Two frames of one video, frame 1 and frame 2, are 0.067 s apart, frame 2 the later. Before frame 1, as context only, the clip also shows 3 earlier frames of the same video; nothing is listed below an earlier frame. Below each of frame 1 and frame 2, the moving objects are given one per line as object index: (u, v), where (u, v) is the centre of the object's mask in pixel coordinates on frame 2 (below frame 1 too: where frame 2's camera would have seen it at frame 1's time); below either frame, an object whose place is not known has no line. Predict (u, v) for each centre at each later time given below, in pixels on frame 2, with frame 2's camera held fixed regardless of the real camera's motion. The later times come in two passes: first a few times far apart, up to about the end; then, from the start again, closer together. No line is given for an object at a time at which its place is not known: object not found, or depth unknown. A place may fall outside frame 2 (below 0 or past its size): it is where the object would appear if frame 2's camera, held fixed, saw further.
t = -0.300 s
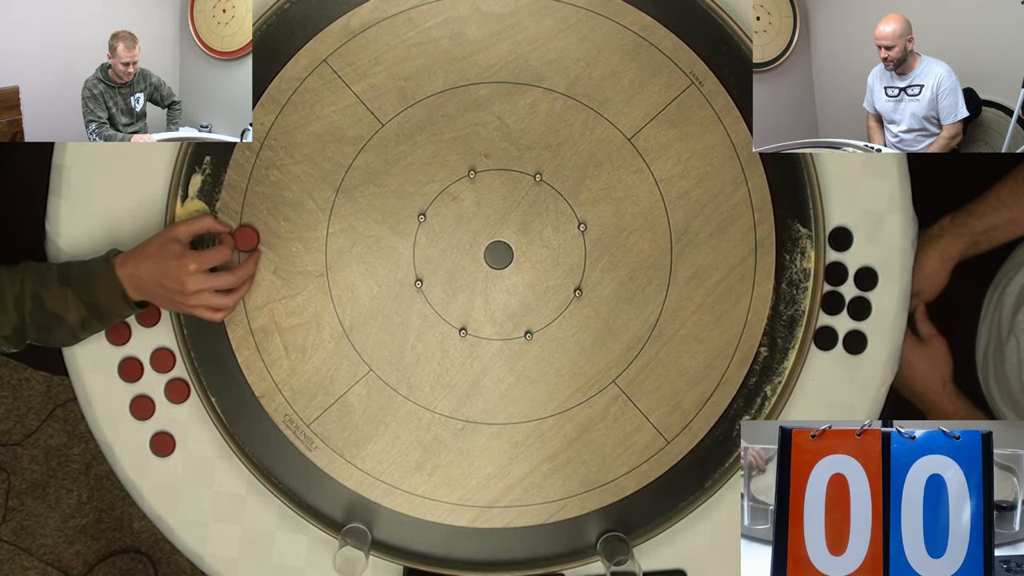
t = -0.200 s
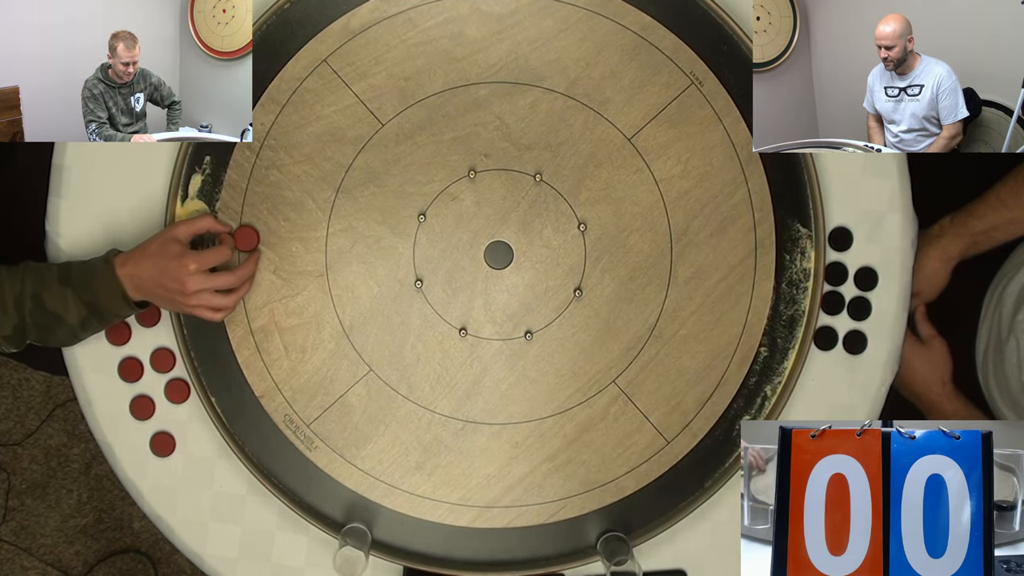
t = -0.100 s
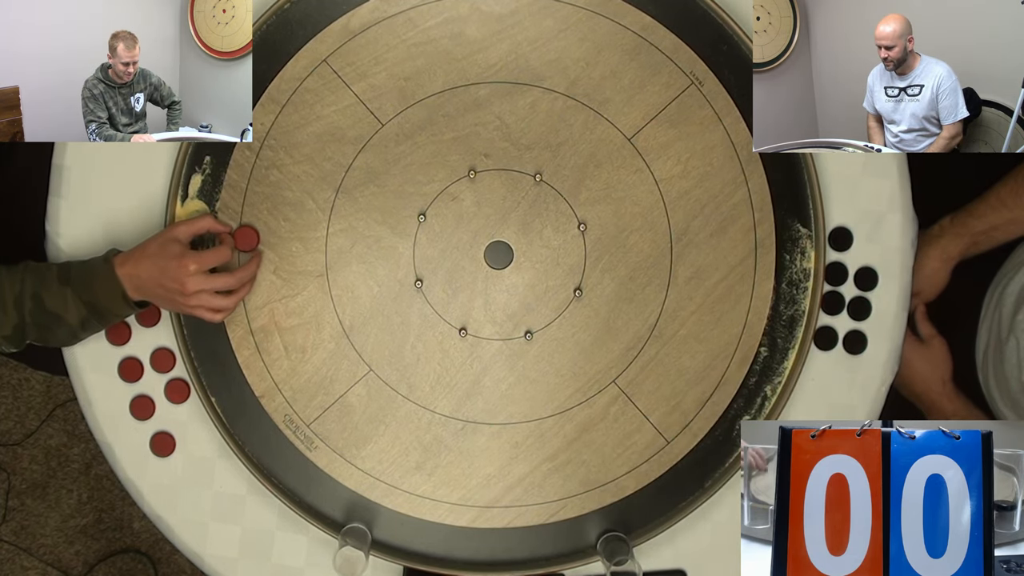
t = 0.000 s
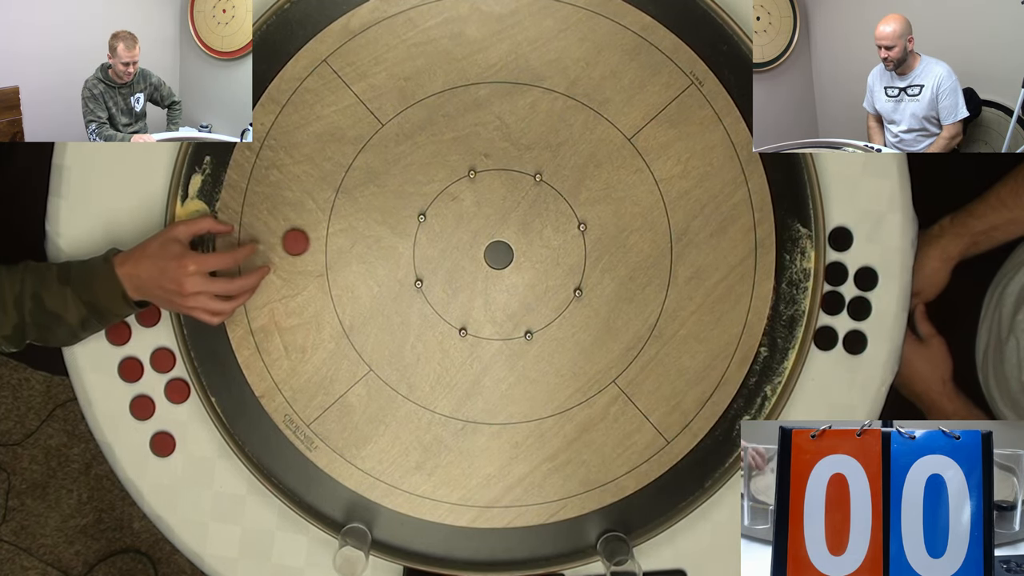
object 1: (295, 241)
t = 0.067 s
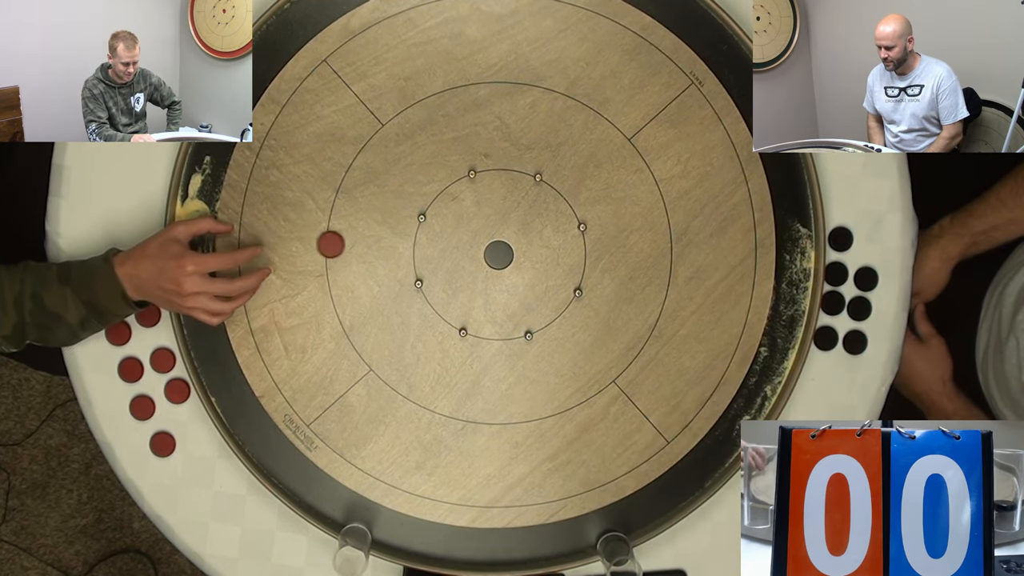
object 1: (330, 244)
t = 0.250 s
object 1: (409, 249)
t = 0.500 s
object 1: (466, 252)
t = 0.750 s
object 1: (471, 252)
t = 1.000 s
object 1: (471, 252)
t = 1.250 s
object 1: (471, 252)
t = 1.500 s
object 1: (471, 252)
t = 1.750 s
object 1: (471, 252)
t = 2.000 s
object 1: (471, 252)
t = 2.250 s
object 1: (471, 252)
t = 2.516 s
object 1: (471, 252)
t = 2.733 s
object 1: (471, 252)
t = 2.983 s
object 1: (471, 252)
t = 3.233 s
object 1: (471, 252)
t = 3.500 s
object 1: (471, 252)
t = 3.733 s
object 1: (471, 252)
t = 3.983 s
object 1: (471, 252)
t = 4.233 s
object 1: (471, 252)
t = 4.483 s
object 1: (471, 252)
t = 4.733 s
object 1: (471, 252)
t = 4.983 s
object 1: (471, 252)
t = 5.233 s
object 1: (471, 252)
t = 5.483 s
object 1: (471, 252)
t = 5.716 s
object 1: (471, 252)
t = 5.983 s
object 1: (471, 252)
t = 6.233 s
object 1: (471, 252)
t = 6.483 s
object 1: (471, 252)
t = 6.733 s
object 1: (471, 252)
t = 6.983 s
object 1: (471, 252)
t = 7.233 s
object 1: (471, 252)
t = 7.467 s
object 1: (471, 252)
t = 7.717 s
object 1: (471, 252)
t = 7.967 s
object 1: (471, 252)
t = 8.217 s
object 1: (471, 252)
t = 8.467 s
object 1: (471, 252)
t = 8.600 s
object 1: (471, 252)
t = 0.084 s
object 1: (339, 245)
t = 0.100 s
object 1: (347, 245)
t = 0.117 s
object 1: (355, 246)
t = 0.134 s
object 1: (362, 246)
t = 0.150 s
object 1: (370, 247)
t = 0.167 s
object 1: (377, 247)
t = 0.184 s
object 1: (384, 248)
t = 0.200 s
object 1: (390, 248)
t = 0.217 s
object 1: (397, 248)
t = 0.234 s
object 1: (403, 249)
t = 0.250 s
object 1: (409, 249)
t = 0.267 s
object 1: (415, 250)
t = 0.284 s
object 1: (420, 250)
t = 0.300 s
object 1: (425, 250)
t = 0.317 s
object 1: (430, 250)
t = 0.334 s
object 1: (435, 251)
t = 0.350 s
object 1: (439, 251)
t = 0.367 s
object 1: (443, 251)
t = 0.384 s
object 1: (447, 251)
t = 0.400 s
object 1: (451, 251)
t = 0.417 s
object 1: (454, 251)
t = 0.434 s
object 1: (457, 251)
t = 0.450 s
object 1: (460, 251)
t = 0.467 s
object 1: (462, 252)
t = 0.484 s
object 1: (464, 252)
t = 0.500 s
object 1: (466, 252)
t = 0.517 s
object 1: (468, 252)
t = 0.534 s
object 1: (469, 252)
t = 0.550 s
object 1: (470, 252)
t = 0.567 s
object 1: (471, 252)
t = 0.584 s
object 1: (471, 252)
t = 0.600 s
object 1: (471, 252)
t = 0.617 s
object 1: (471, 252)
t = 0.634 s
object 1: (471, 252)
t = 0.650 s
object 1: (471, 252)
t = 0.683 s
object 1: (471, 252)
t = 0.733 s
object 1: (471, 252)
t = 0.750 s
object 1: (471, 252)
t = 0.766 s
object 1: (471, 252)
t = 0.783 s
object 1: (471, 252)
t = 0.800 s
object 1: (471, 252)
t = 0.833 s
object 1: (471, 252)
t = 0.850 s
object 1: (471, 252)
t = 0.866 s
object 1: (471, 252)
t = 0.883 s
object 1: (471, 252)
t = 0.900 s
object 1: (471, 252)
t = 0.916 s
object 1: (471, 252)
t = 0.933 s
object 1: (471, 252)
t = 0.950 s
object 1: (471, 252)
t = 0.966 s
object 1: (471, 252)
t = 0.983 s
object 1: (471, 252)
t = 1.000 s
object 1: (471, 252)
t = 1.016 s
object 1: (471, 252)
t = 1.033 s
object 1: (471, 252)
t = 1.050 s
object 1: (471, 252)
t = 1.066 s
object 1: (471, 252)
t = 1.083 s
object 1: (471, 252)
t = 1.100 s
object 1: (471, 252)
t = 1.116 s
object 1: (471, 252)
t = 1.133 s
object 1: (471, 252)
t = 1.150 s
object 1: (471, 252)
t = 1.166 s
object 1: (471, 252)
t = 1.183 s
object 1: (471, 252)
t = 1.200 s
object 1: (471, 252)
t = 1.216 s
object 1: (471, 252)
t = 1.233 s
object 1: (471, 252)
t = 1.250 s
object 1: (471, 252)
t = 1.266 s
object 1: (471, 252)
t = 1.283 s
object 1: (471, 252)
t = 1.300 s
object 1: (471, 252)
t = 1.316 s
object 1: (471, 252)
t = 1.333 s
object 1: (471, 252)
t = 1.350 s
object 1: (471, 252)
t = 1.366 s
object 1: (471, 252)
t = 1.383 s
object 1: (471, 252)
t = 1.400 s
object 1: (471, 252)
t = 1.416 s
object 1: (471, 252)
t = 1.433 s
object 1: (471, 252)
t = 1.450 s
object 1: (471, 252)
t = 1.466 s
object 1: (471, 252)
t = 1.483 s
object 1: (471, 252)
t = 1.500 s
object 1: (471, 252)
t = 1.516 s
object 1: (471, 252)
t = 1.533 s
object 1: (471, 252)
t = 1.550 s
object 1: (471, 252)
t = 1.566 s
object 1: (471, 252)
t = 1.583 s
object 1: (471, 252)
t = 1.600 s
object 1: (471, 252)
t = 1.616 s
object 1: (471, 252)
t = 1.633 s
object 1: (471, 252)
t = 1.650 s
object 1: (471, 252)
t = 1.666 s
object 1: (471, 252)
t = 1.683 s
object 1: (471, 252)
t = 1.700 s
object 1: (471, 252)
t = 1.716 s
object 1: (471, 252)
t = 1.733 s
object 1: (471, 252)
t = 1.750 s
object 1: (471, 252)
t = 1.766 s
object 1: (471, 252)
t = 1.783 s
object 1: (471, 252)
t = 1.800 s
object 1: (471, 252)
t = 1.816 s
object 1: (471, 252)
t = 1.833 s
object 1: (471, 252)
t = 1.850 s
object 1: (471, 252)
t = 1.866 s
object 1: (471, 252)
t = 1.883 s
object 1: (471, 252)
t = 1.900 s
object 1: (471, 252)
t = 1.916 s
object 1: (471, 252)
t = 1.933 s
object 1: (471, 252)
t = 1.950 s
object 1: (471, 252)
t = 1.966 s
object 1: (471, 252)
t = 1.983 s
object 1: (471, 252)
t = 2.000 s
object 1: (471, 252)
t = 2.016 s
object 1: (471, 252)
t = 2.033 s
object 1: (471, 252)
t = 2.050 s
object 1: (471, 252)
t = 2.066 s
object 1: (471, 252)
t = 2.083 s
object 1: (471, 252)
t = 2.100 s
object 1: (471, 252)
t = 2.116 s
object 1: (471, 252)
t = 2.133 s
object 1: (471, 252)
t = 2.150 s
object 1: (471, 252)
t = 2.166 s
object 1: (471, 252)
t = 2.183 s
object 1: (471, 252)
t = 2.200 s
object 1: (471, 252)
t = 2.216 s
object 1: (471, 252)
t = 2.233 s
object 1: (471, 252)
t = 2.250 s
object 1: (471, 252)
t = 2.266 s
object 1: (471, 252)
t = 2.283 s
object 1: (471, 252)
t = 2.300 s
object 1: (471, 252)
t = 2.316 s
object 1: (471, 252)
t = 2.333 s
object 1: (471, 252)
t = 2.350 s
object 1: (471, 252)
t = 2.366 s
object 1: (471, 252)
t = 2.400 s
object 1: (471, 252)
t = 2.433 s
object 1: (471, 252)
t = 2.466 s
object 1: (471, 252)
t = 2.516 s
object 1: (471, 252)
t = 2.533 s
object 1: (471, 252)
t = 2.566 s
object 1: (471, 252)
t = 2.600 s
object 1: (471, 252)
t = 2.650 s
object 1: (471, 252)
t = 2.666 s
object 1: (471, 252)
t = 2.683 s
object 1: (471, 252)
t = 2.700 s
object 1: (471, 252)
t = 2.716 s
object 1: (471, 252)
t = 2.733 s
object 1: (471, 252)
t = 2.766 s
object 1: (471, 252)
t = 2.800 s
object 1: (471, 252)
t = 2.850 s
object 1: (471, 252)
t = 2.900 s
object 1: (471, 252)
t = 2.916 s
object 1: (471, 252)
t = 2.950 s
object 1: (471, 252)
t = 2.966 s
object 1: (471, 252)
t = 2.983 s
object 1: (471, 252)
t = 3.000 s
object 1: (471, 252)
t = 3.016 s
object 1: (471, 252)
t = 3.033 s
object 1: (471, 252)
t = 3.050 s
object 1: (471, 252)
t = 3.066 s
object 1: (471, 252)
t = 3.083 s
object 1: (471, 252)
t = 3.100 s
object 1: (471, 252)
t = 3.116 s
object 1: (471, 252)
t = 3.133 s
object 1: (471, 252)
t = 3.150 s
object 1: (471, 252)
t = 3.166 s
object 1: (471, 252)
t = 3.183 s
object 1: (471, 252)
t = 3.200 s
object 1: (471, 252)
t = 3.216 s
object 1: (471, 252)
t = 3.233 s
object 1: (471, 252)
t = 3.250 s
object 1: (471, 252)
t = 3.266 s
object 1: (471, 252)
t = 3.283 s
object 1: (471, 252)
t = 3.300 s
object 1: (471, 252)
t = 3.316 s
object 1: (471, 252)
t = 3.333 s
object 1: (471, 252)
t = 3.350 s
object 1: (471, 252)
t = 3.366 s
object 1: (471, 252)
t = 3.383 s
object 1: (471, 252)
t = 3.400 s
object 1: (471, 252)
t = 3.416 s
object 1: (471, 252)
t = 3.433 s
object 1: (471, 252)
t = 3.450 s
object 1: (471, 252)
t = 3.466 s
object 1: (471, 252)
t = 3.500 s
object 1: (471, 252)
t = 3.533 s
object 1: (471, 252)
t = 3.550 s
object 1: (471, 252)
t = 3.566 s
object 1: (471, 252)
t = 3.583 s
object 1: (471, 252)
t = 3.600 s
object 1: (471, 252)
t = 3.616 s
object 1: (471, 252)
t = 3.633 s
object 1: (471, 252)
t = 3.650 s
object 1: (471, 252)
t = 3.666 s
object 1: (471, 252)
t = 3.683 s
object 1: (471, 252)
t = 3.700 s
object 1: (471, 252)
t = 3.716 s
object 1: (471, 252)
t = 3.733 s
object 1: (471, 252)
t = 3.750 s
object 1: (471, 252)
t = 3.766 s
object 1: (471, 252)
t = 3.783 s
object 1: (471, 252)
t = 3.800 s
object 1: (471, 252)
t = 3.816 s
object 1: (471, 252)
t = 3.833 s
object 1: (471, 252)
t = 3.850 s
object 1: (471, 252)
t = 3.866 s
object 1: (471, 252)
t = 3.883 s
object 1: (471, 252)
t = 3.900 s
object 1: (471, 252)
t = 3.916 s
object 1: (471, 252)
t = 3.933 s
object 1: (471, 252)
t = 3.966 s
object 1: (471, 252)
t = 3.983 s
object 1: (471, 252)
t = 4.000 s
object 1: (471, 252)
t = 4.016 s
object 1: (471, 252)
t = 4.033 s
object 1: (471, 252)
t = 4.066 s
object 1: (471, 252)
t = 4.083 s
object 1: (471, 252)
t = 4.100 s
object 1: (471, 252)
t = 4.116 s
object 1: (471, 252)
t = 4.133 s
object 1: (471, 252)
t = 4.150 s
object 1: (471, 252)
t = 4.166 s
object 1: (471, 252)
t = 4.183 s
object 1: (471, 252)
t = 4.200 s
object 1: (471, 252)
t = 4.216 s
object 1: (471, 252)
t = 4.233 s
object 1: (471, 252)
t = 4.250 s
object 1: (471, 252)
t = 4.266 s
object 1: (471, 252)
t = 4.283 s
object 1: (471, 252)
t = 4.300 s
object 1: (471, 252)
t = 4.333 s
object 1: (471, 252)
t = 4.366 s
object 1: (471, 252)
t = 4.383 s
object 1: (471, 252)
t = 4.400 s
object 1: (471, 252)
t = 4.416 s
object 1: (471, 252)
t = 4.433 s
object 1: (471, 252)
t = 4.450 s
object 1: (471, 252)
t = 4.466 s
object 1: (471, 252)
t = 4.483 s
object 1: (471, 252)
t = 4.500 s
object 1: (471, 252)
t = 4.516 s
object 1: (471, 252)
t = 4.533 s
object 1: (471, 252)
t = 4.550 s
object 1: (471, 252)
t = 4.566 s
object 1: (471, 252)
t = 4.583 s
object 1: (471, 252)
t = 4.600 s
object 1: (471, 252)
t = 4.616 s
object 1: (471, 252)
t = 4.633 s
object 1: (471, 252)
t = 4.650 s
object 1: (471, 252)
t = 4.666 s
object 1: (471, 252)
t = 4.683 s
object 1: (471, 252)
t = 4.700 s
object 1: (471, 252)
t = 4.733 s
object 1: (471, 252)
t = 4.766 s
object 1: (471, 252)
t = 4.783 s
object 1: (471, 252)
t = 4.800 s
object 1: (471, 252)
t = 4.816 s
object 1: (471, 252)
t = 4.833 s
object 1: (471, 252)
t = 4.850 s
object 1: (471, 252)
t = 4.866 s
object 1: (471, 252)
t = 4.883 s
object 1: (471, 252)
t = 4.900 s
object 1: (471, 252)
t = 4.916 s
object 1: (471, 252)
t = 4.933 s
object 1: (471, 252)
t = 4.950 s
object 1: (471, 252)
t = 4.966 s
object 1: (471, 252)
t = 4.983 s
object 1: (471, 252)
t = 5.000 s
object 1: (471, 252)
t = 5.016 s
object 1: (471, 252)
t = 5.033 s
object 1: (471, 252)
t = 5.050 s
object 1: (471, 252)
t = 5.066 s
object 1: (471, 252)
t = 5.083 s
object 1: (471, 252)
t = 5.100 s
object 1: (471, 252)
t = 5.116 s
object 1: (471, 252)
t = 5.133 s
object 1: (471, 252)
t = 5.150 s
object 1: (471, 252)
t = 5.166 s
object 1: (471, 252)
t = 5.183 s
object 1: (471, 252)
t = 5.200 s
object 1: (471, 252)
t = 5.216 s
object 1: (471, 252)
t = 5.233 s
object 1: (471, 252)
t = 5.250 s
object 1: (471, 252)
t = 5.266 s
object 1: (471, 252)
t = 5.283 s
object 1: (471, 252)
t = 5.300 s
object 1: (471, 252)
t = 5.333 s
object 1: (471, 252)
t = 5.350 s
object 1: (471, 252)
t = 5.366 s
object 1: (471, 252)
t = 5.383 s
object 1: (471, 252)
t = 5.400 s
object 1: (471, 252)
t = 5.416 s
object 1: (471, 252)
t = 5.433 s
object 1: (471, 252)
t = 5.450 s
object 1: (471, 252)
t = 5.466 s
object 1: (471, 252)
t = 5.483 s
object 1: (471, 252)
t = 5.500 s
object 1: (471, 252)
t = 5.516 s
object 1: (471, 252)
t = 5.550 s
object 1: (471, 252)
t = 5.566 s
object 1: (471, 252)
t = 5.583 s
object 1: (471, 252)
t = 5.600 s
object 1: (471, 252)
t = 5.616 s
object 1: (471, 252)
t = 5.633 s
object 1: (471, 252)
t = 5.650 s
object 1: (471, 252)
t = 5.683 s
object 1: (471, 252)
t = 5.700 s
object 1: (471, 252)
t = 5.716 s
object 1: (471, 252)
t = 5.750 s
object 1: (471, 252)
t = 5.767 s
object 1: (471, 252)
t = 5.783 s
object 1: (471, 252)
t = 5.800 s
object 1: (471, 252)
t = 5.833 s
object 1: (471, 252)
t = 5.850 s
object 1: (471, 252)
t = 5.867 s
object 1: (471, 252)
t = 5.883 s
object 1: (471, 252)
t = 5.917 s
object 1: (471, 252)
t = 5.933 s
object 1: (471, 252)
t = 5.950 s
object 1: (471, 252)
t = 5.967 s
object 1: (471, 252)
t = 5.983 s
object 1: (471, 252)
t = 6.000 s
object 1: (471, 252)
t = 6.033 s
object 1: (471, 252)
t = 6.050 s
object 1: (471, 252)
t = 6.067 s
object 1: (471, 252)
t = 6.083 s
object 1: (471, 252)
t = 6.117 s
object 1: (471, 252)
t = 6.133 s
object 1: (471, 252)
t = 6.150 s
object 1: (471, 252)
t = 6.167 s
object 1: (471, 252)
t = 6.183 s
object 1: (471, 252)
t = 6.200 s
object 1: (471, 252)
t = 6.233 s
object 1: (471, 252)
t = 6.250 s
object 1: (471, 252)
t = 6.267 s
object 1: (471, 252)
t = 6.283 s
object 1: (471, 252)
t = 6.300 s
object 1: (471, 252)
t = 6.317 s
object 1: (471, 252)
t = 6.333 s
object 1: (471, 252)
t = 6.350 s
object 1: (471, 252)
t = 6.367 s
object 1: (471, 252)
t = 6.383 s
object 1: (471, 252)
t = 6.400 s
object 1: (471, 252)
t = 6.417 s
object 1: (471, 252)
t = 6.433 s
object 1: (471, 252)
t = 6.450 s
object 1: (471, 252)
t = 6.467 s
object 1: (471, 252)
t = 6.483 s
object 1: (471, 252)
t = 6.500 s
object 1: (471, 252)
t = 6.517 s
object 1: (471, 252)
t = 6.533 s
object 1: (471, 252)
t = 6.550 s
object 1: (471, 252)
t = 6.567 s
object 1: (471, 252)
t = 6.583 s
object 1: (471, 252)
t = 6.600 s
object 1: (471, 252)
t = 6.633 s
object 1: (471, 252)
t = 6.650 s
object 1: (471, 252)
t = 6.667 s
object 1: (471, 252)
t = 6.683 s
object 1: (471, 252)
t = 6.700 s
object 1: (471, 252)
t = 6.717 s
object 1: (471, 252)
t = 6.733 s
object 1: (471, 252)
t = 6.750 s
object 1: (471, 252)
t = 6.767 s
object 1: (471, 252)
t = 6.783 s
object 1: (471, 252)
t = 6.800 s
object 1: (471, 252)
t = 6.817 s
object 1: (471, 252)
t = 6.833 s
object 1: (471, 252)
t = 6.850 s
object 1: (471, 252)
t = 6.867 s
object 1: (471, 252)
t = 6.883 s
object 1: (471, 252)
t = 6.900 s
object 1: (471, 252)
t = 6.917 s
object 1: (471, 252)
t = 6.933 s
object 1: (471, 252)
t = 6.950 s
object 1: (471, 252)
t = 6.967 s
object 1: (471, 252)
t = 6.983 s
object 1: (471, 252)
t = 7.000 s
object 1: (471, 252)
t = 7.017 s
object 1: (471, 252)
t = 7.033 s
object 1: (471, 252)
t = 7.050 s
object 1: (471, 252)
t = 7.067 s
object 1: (471, 252)
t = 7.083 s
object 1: (471, 252)
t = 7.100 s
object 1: (471, 252)
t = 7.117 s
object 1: (471, 252)
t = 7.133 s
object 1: (471, 252)
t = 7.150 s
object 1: (471, 252)
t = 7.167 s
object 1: (471, 252)
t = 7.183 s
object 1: (471, 252)
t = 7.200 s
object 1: (471, 252)
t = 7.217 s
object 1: (471, 252)
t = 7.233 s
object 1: (471, 252)
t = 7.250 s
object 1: (471, 252)
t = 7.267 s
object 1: (471, 252)
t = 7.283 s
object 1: (471, 252)
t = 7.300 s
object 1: (471, 252)
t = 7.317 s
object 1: (471, 252)
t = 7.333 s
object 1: (471, 252)
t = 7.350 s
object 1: (471, 252)
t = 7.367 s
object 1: (471, 252)
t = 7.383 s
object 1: (471, 252)
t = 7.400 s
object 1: (471, 252)
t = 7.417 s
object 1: (471, 252)
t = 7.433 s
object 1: (471, 252)
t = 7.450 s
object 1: (471, 252)
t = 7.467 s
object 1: (471, 252)
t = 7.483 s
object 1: (471, 252)
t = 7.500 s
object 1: (471, 252)
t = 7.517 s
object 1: (471, 252)
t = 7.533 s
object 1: (471, 252)
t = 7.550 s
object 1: (471, 252)
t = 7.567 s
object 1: (471, 252)
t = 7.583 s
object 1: (471, 252)
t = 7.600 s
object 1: (471, 252)
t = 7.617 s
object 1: (471, 252)
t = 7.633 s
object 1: (471, 252)
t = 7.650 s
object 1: (471, 252)
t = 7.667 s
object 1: (471, 252)
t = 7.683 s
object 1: (471, 252)
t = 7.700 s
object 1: (471, 252)
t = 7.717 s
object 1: (471, 252)
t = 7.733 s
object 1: (471, 252)
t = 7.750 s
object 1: (471, 252)
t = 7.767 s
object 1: (471, 252)
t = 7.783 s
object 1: (471, 252)
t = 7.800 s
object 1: (471, 252)
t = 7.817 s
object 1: (471, 252)
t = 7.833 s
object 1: (471, 252)
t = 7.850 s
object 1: (471, 252)
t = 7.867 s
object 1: (471, 252)
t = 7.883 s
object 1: (471, 252)
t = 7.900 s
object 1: (471, 252)
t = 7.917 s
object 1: (471, 252)
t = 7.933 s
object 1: (471, 252)
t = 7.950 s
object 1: (471, 252)
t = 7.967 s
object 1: (471, 252)
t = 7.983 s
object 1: (471, 252)
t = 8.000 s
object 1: (471, 252)
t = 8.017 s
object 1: (471, 252)
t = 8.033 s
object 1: (471, 252)
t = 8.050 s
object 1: (471, 252)
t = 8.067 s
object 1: (471, 252)
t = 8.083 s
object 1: (471, 252)
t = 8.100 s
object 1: (471, 252)
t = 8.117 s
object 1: (471, 252)
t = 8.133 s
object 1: (471, 252)
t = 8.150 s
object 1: (471, 252)
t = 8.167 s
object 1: (471, 252)
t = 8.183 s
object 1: (471, 252)
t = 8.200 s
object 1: (471, 252)
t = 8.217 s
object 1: (471, 252)
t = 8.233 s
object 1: (471, 252)
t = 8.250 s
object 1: (471, 252)
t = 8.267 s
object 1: (471, 252)
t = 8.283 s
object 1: (471, 252)
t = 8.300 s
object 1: (471, 252)
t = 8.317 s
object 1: (471, 252)
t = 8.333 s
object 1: (471, 252)
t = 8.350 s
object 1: (471, 252)
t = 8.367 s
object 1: (471, 252)
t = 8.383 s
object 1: (471, 252)
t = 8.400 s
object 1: (471, 252)
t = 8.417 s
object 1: (471, 252)
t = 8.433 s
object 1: (471, 252)
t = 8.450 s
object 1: (471, 252)
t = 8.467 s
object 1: (471, 252)
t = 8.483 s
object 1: (471, 252)
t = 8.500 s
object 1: (471, 252)
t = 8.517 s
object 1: (471, 252)
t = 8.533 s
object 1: (471, 252)
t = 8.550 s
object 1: (471, 252)
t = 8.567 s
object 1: (471, 252)
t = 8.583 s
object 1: (471, 252)
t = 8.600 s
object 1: (471, 252)
